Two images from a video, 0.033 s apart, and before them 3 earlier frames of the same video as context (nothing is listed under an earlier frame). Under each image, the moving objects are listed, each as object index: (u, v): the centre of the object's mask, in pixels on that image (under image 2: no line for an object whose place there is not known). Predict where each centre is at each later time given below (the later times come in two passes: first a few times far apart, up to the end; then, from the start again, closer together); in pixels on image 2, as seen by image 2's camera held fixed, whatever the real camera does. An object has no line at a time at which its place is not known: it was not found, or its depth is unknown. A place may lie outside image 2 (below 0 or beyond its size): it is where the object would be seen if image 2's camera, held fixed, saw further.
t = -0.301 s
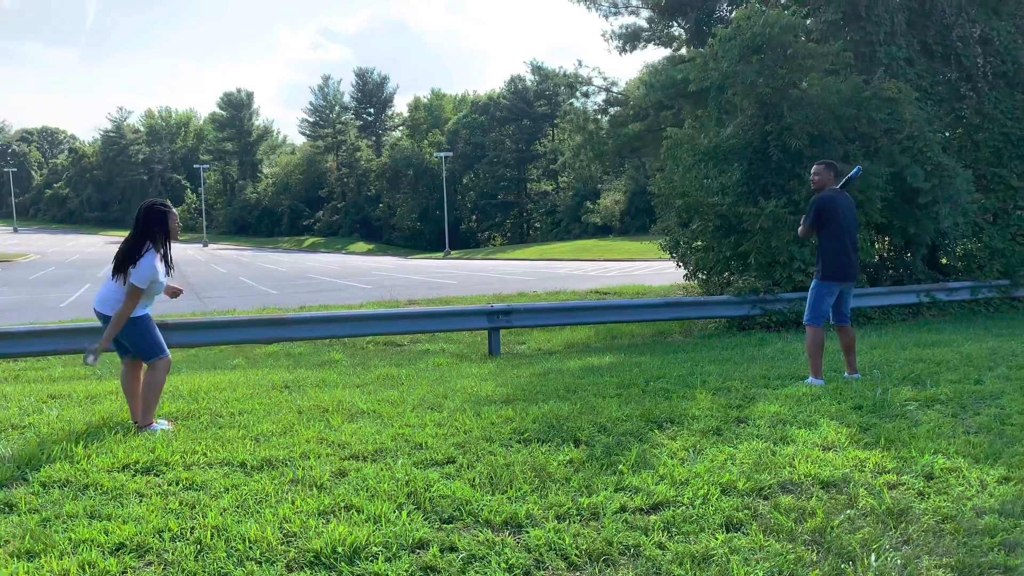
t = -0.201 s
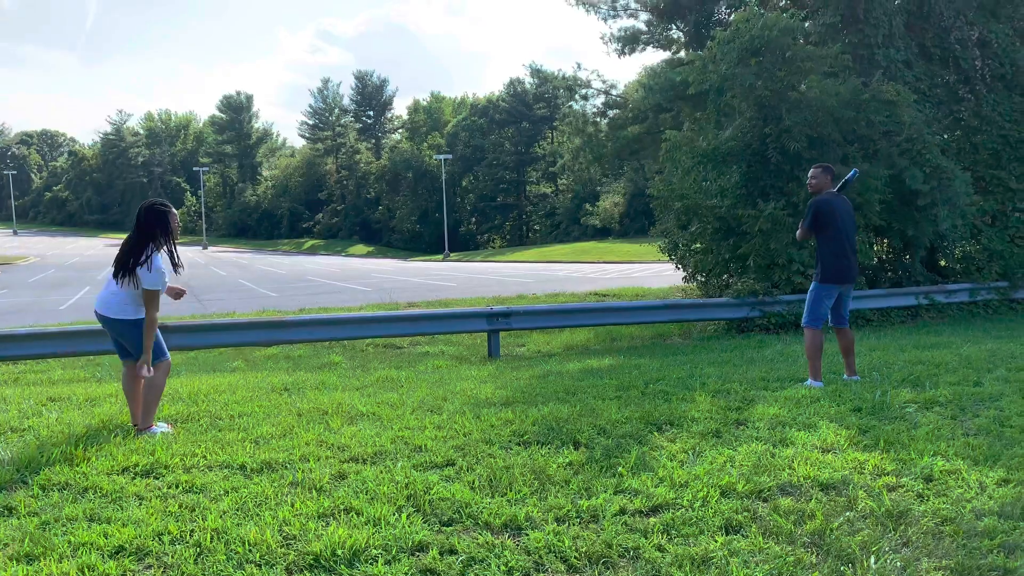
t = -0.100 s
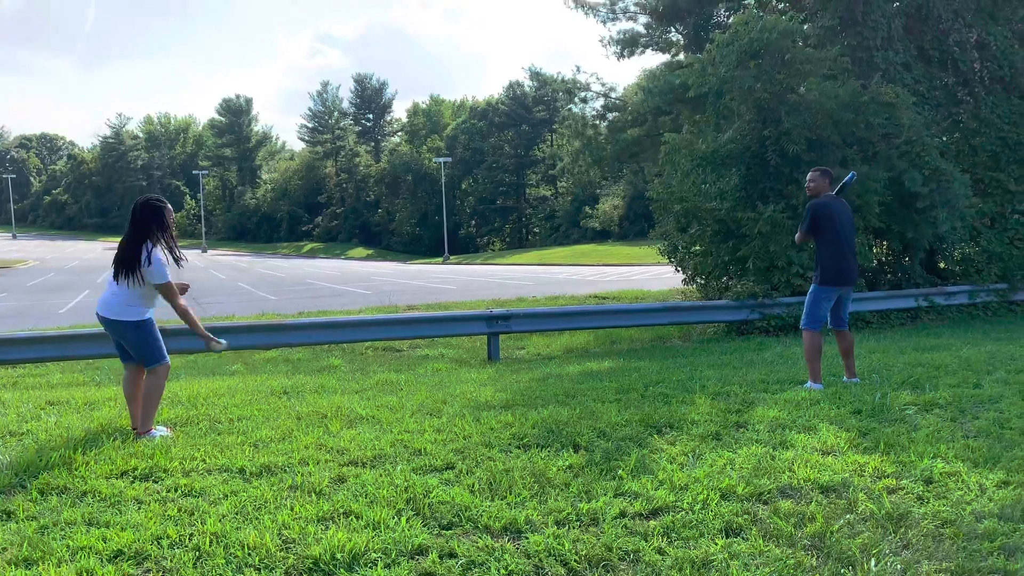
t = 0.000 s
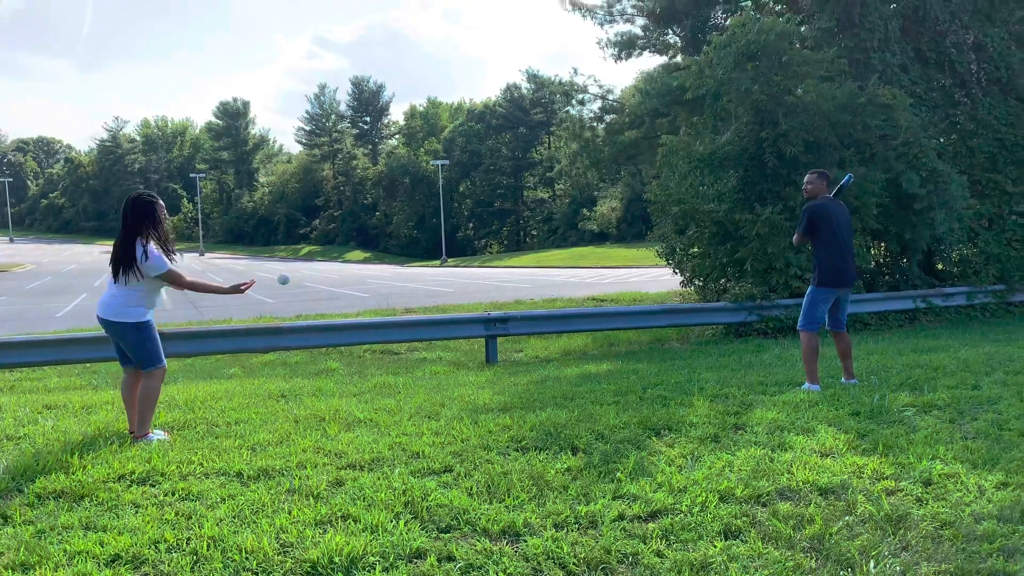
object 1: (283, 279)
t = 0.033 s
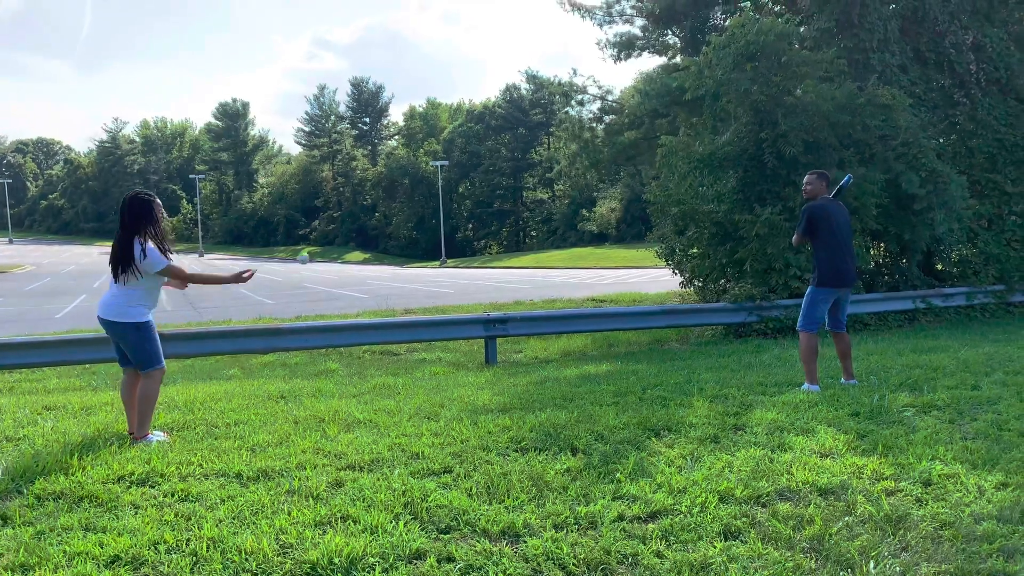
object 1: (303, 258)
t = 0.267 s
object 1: (439, 165)
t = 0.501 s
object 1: (561, 159)
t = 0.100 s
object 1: (343, 222)
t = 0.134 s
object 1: (364, 207)
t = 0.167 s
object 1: (383, 194)
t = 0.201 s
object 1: (402, 183)
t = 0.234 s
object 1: (421, 173)
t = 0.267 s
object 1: (439, 165)
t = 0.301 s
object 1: (458, 159)
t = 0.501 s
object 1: (561, 159)
